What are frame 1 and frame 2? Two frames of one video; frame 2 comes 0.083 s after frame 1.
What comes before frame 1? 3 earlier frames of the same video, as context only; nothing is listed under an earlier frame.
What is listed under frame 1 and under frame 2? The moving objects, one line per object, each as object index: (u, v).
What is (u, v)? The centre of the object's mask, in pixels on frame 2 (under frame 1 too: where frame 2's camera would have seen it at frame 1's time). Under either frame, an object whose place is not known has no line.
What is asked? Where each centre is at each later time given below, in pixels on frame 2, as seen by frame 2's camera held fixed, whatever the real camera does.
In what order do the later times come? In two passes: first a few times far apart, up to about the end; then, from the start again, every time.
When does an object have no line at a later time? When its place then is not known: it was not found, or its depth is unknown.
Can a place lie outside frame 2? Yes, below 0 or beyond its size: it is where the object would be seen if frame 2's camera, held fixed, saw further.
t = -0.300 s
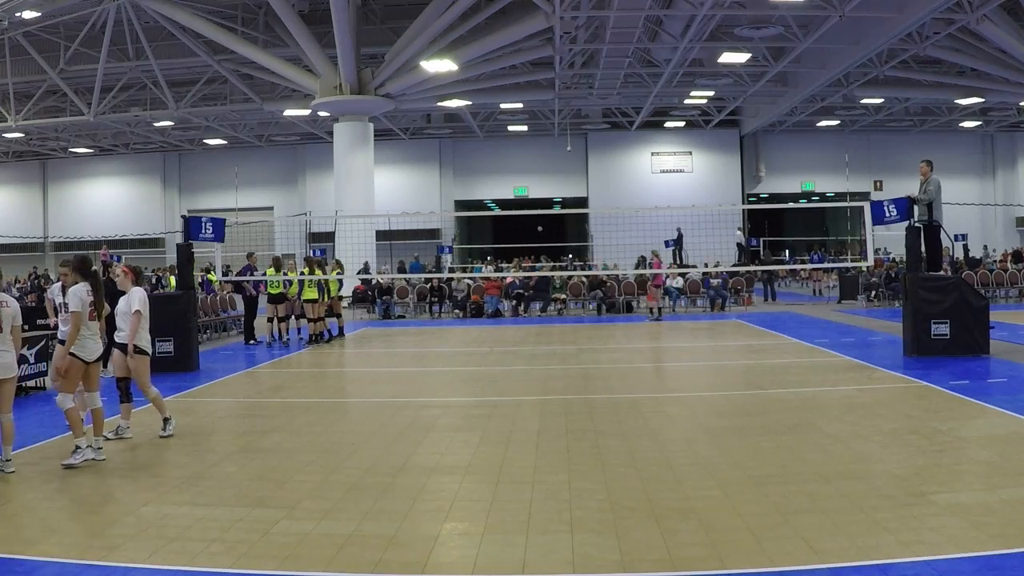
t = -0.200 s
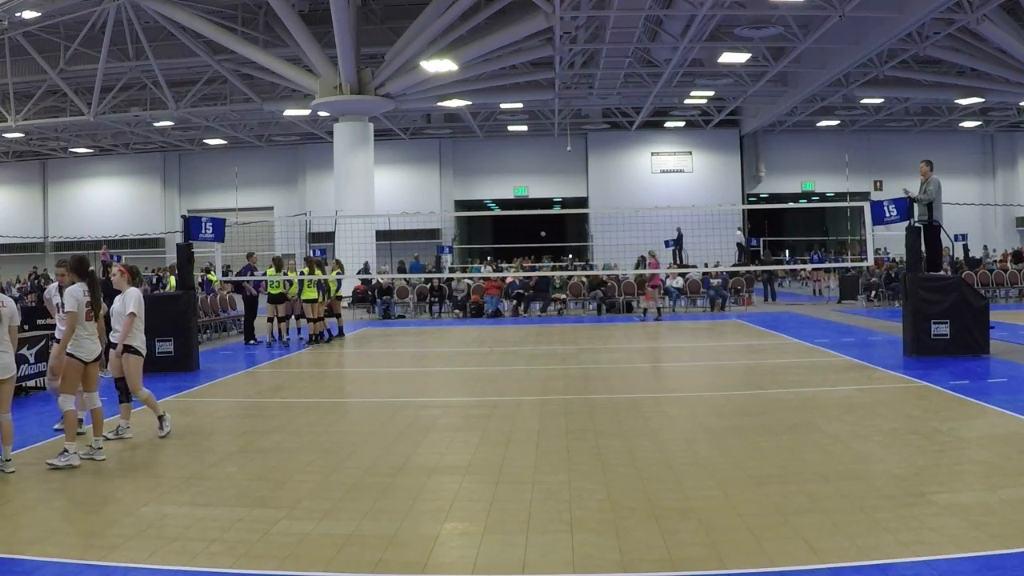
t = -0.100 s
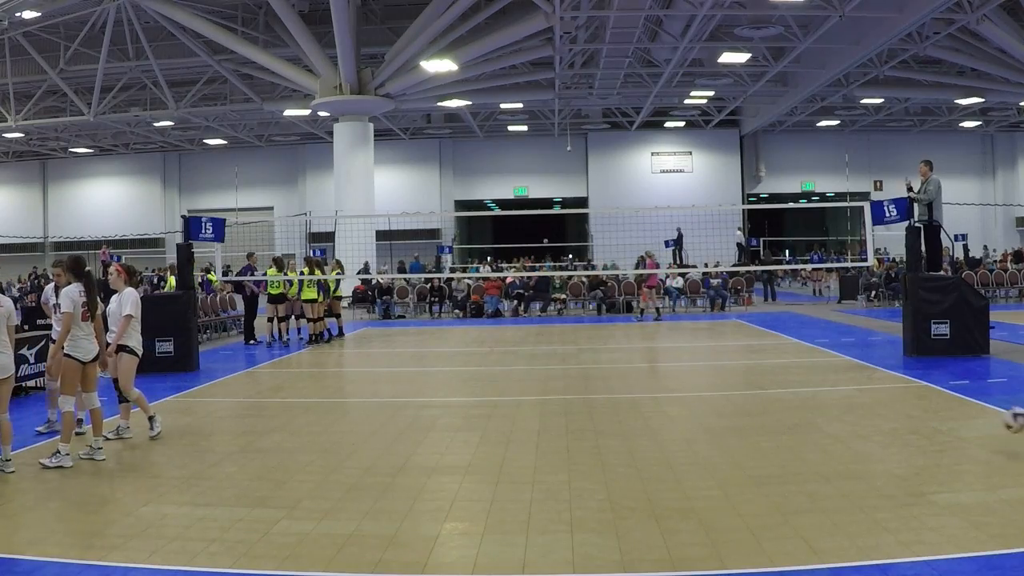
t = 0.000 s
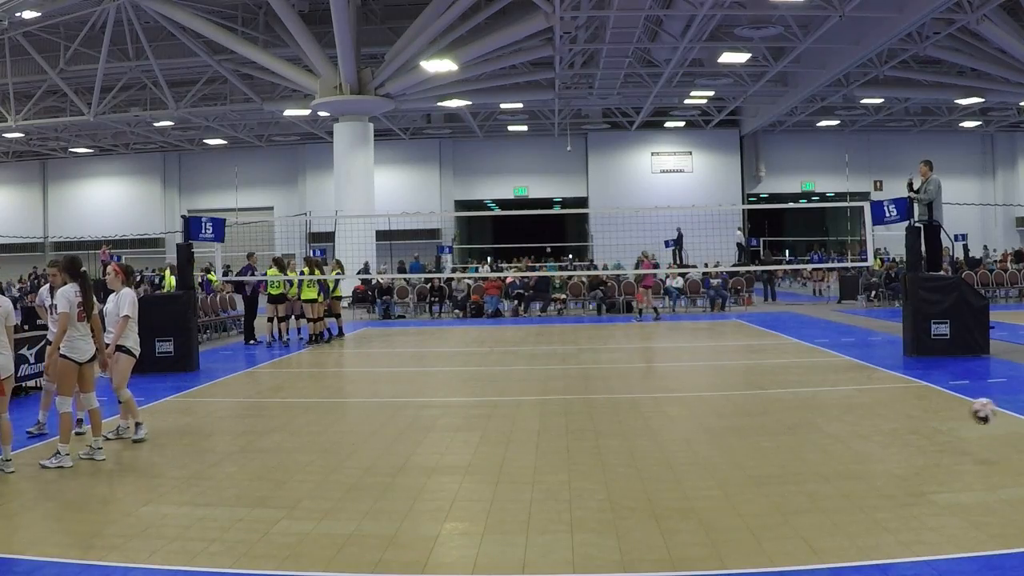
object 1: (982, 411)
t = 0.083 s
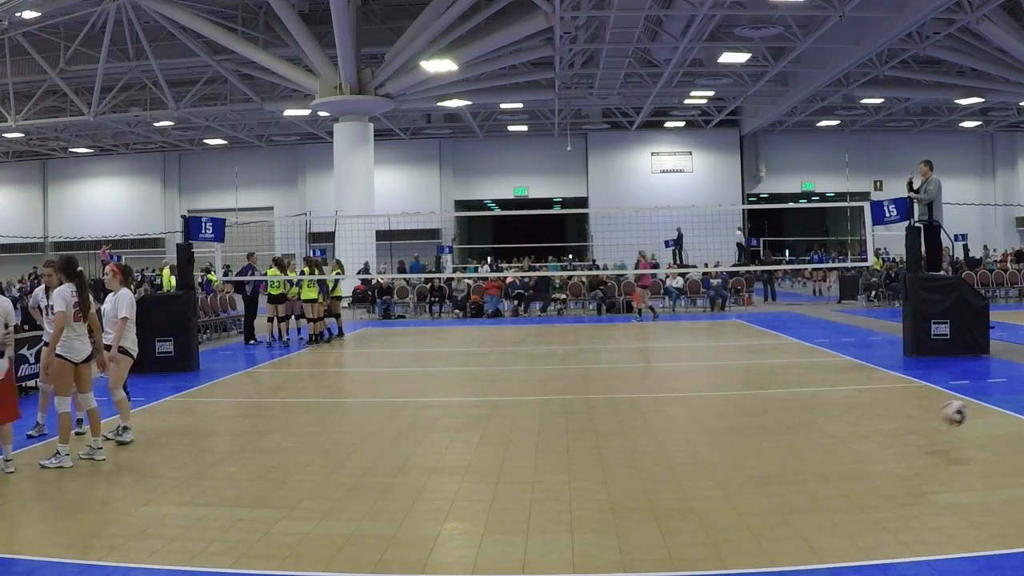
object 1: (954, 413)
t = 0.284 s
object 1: (886, 431)
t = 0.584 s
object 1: (784, 437)
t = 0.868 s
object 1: (694, 435)
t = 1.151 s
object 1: (610, 427)
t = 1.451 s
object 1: (530, 428)
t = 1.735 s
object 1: (459, 425)
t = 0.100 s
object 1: (948, 414)
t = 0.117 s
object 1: (942, 416)
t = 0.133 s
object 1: (937, 419)
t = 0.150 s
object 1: (931, 421)
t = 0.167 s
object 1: (925, 424)
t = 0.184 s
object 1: (920, 427)
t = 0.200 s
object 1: (915, 431)
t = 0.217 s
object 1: (909, 435)
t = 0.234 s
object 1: (902, 438)
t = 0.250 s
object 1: (895, 436)
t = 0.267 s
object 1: (890, 433)
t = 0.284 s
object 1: (886, 431)
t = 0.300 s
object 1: (880, 428)
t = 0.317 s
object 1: (874, 426)
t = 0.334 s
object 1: (868, 424)
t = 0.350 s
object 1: (862, 422)
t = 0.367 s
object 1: (857, 422)
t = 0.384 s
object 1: (852, 422)
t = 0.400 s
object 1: (846, 421)
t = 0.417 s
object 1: (841, 421)
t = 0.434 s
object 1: (836, 422)
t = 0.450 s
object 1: (830, 422)
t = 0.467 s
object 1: (824, 423)
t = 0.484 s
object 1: (818, 424)
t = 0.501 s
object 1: (812, 426)
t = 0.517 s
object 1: (807, 428)
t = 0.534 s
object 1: (802, 430)
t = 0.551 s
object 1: (796, 432)
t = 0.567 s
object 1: (791, 437)
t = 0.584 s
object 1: (784, 437)
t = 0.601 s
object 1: (779, 435)
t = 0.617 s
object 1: (774, 433)
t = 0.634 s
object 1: (769, 431)
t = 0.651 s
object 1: (763, 429)
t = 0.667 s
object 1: (758, 428)
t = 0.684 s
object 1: (753, 427)
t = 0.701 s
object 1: (748, 426)
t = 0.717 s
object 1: (742, 425)
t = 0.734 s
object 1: (737, 425)
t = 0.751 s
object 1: (731, 426)
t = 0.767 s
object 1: (727, 427)
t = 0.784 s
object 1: (722, 428)
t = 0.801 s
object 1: (716, 429)
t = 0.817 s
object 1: (710, 431)
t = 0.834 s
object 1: (704, 433)
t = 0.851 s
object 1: (699, 436)
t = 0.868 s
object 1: (694, 435)
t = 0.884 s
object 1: (689, 432)
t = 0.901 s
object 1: (684, 430)
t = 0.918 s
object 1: (679, 429)
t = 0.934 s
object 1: (674, 428)
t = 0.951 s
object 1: (670, 427)
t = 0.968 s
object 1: (664, 426)
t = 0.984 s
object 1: (659, 426)
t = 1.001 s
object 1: (654, 427)
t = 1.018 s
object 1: (650, 428)
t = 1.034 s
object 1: (646, 428)
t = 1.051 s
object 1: (641, 429)
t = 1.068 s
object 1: (635, 431)
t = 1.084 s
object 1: (630, 432)
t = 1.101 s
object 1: (625, 432)
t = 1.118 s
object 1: (620, 430)
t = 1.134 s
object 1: (616, 428)
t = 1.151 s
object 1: (610, 427)
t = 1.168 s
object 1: (605, 427)
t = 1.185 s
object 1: (601, 427)
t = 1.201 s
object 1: (597, 426)
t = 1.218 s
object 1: (592, 426)
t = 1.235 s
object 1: (588, 427)
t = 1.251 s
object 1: (582, 428)
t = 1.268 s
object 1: (579, 429)
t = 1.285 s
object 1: (575, 430)
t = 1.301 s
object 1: (570, 428)
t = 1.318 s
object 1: (566, 427)
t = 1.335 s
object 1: (561, 426)
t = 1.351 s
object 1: (556, 426)
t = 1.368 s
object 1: (551, 426)
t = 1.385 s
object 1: (548, 426)
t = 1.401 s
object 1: (543, 426)
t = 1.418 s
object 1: (539, 427)
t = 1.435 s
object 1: (534, 428)
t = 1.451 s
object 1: (530, 428)
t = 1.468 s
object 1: (525, 427)
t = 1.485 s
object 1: (522, 426)
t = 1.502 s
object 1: (517, 425)
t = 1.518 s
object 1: (513, 426)
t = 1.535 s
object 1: (508, 427)
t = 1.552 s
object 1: (505, 427)
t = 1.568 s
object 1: (500, 426)
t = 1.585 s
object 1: (497, 425)
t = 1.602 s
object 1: (492, 425)
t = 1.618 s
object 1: (488, 424)
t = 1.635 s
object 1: (484, 424)
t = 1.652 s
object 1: (480, 425)
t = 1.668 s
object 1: (476, 425)
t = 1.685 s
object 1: (471, 425)
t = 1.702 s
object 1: (467, 425)
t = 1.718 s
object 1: (464, 425)
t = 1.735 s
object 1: (459, 425)
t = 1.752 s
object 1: (455, 424)
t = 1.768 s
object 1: (451, 423)
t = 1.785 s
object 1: (448, 423)
